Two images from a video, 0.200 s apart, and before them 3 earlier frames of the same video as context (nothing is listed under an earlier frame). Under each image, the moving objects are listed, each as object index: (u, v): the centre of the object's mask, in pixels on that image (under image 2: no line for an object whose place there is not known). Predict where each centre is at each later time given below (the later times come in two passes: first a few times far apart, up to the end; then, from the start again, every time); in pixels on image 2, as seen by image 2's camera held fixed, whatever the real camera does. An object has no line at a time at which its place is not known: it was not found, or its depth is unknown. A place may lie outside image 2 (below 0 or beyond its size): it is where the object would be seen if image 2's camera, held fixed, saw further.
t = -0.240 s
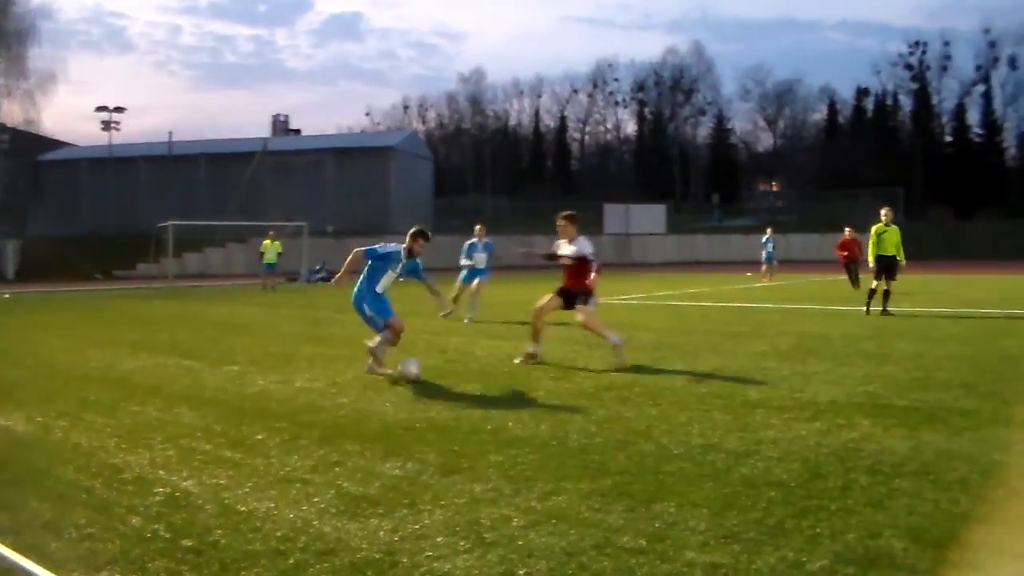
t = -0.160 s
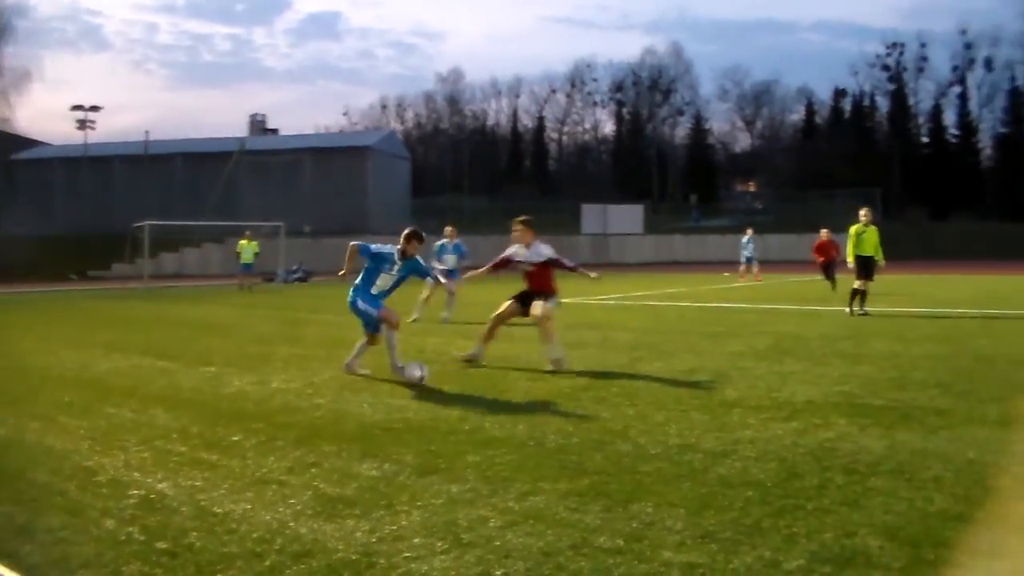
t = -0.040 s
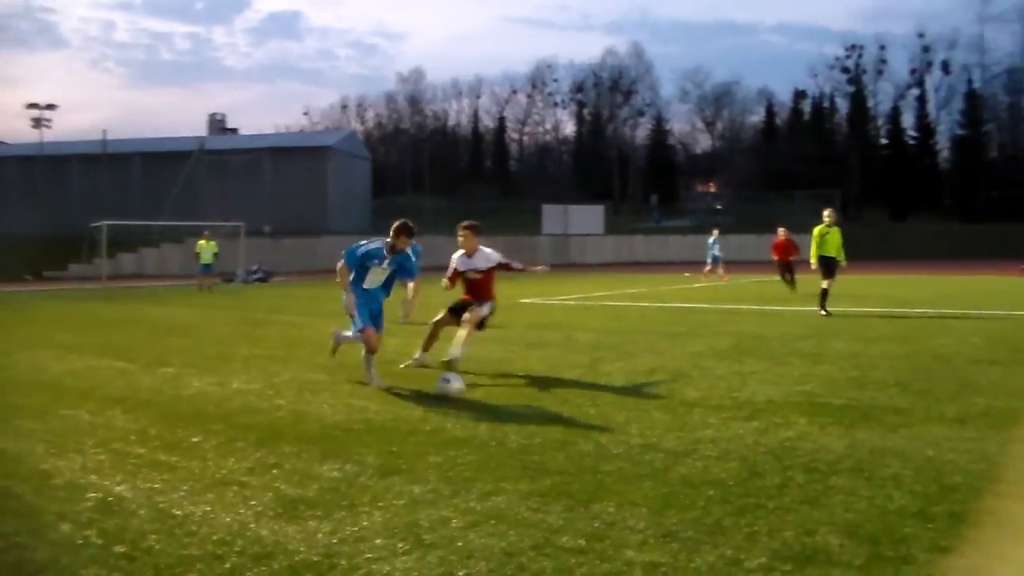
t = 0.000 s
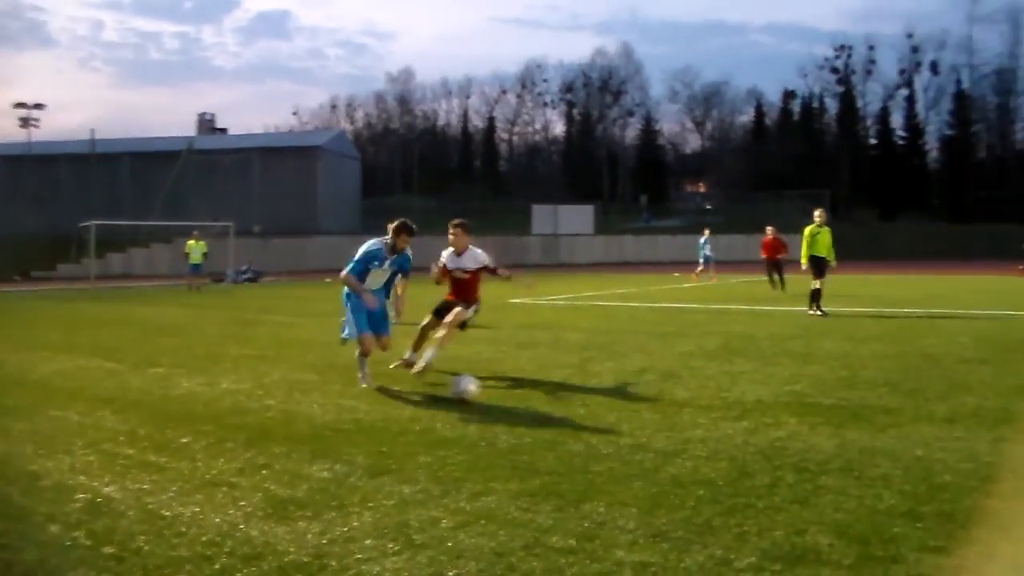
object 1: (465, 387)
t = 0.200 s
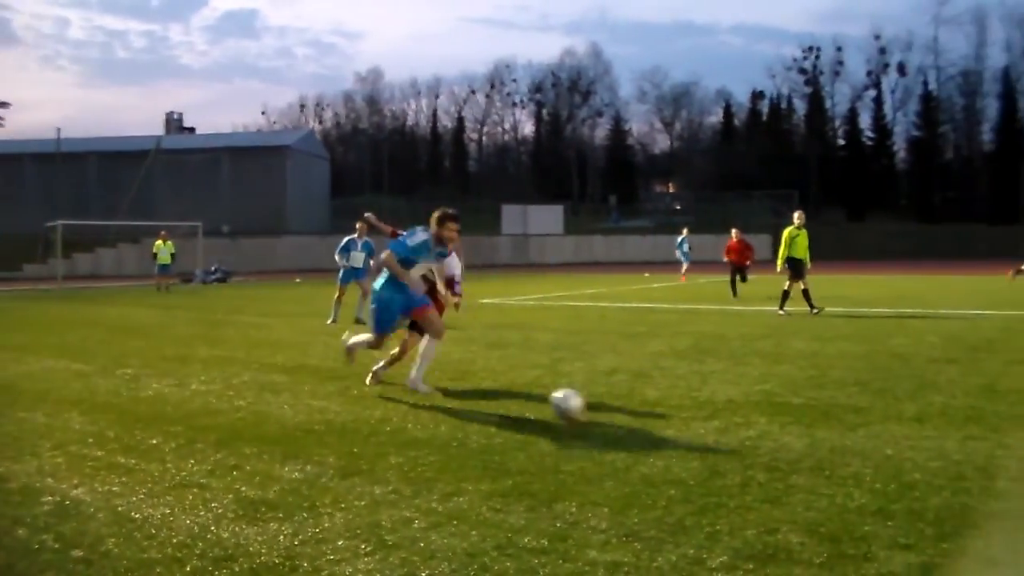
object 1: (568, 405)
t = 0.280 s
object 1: (622, 413)
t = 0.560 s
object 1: (812, 433)
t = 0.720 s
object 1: (930, 442)
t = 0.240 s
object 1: (594, 407)
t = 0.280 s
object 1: (622, 413)
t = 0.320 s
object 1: (648, 412)
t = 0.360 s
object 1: (673, 415)
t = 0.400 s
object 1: (700, 421)
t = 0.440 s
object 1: (728, 423)
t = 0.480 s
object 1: (756, 423)
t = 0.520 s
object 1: (783, 426)
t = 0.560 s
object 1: (812, 433)
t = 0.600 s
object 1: (841, 434)
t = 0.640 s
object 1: (869, 437)
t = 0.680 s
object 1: (900, 442)
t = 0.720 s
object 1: (930, 442)
